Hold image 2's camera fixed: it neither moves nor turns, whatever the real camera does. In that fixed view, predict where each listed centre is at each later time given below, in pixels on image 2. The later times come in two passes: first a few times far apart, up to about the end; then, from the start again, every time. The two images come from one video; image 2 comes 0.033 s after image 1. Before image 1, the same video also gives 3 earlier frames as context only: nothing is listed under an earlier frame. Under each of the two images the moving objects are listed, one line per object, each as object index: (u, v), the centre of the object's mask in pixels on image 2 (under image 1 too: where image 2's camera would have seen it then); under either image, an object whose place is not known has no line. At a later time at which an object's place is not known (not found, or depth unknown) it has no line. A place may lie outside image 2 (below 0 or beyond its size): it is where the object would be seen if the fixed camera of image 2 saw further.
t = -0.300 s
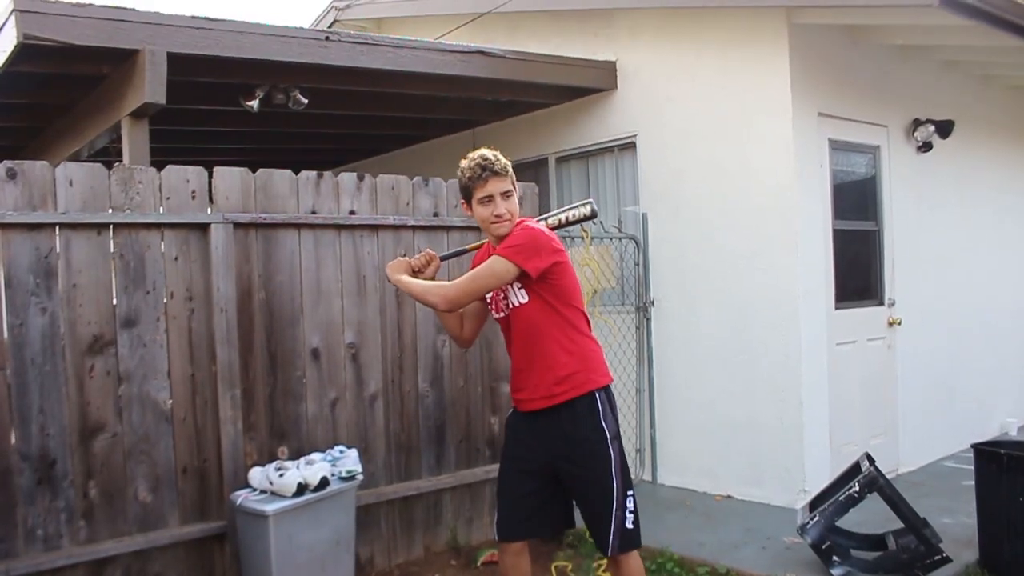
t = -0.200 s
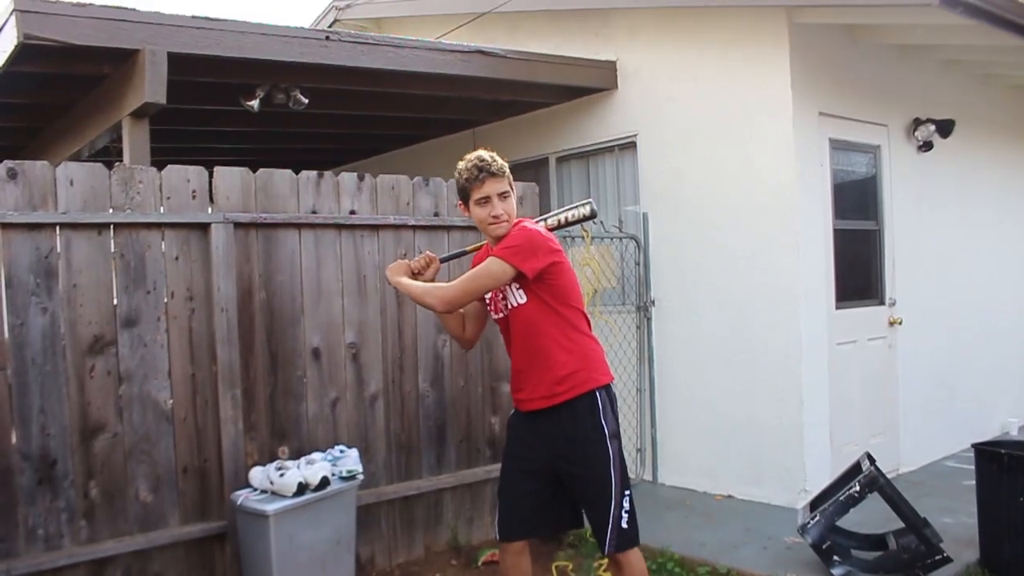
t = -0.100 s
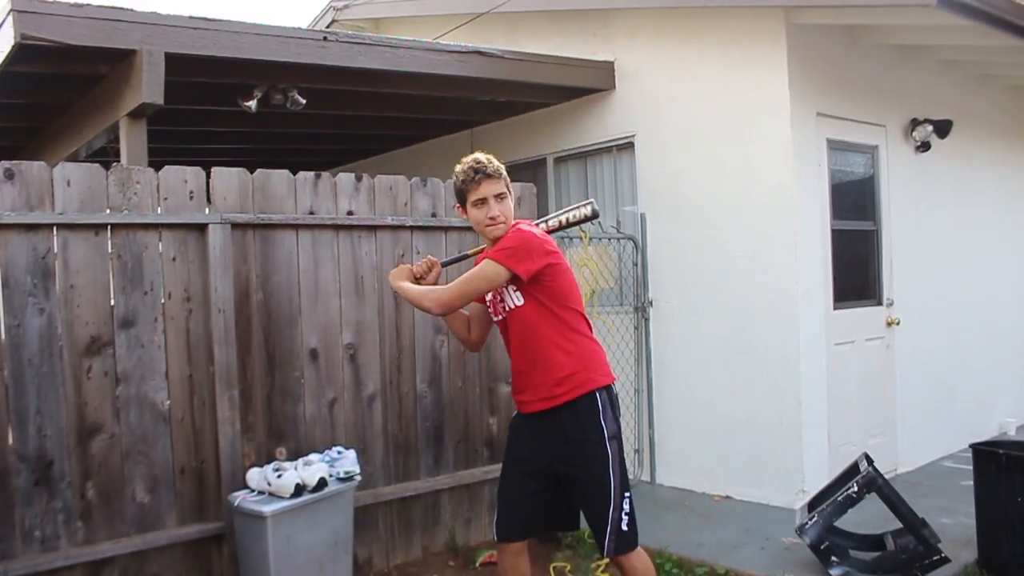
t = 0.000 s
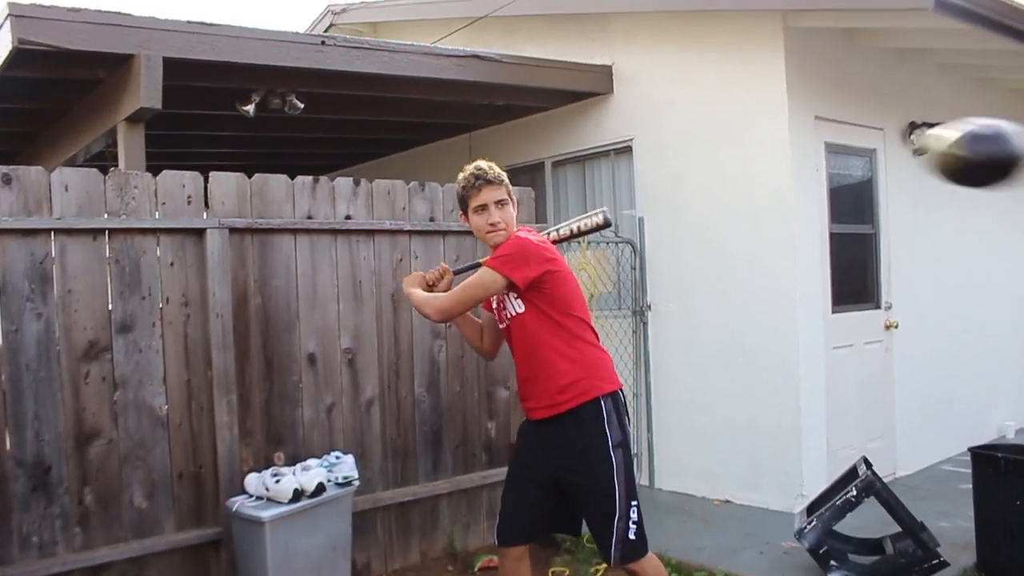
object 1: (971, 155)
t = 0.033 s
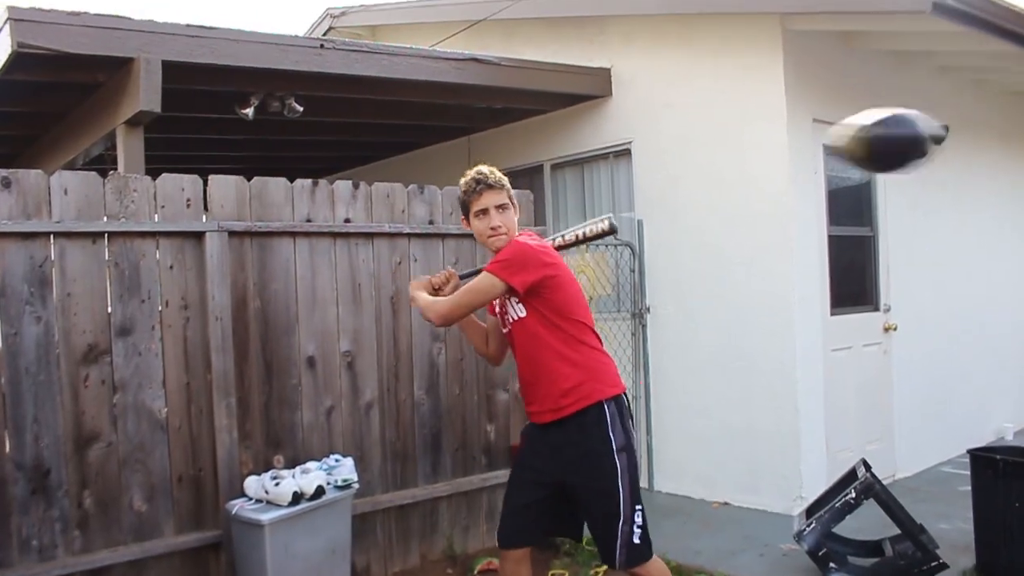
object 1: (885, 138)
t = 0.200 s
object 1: (567, 163)
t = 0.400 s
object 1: (355, 324)
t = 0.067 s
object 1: (805, 130)
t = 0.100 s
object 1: (733, 131)
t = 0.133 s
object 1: (671, 136)
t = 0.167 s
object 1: (614, 148)
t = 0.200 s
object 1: (567, 163)
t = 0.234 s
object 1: (521, 183)
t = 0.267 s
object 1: (480, 206)
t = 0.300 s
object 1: (445, 232)
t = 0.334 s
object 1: (411, 261)
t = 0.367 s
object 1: (382, 292)
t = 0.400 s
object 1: (355, 324)
